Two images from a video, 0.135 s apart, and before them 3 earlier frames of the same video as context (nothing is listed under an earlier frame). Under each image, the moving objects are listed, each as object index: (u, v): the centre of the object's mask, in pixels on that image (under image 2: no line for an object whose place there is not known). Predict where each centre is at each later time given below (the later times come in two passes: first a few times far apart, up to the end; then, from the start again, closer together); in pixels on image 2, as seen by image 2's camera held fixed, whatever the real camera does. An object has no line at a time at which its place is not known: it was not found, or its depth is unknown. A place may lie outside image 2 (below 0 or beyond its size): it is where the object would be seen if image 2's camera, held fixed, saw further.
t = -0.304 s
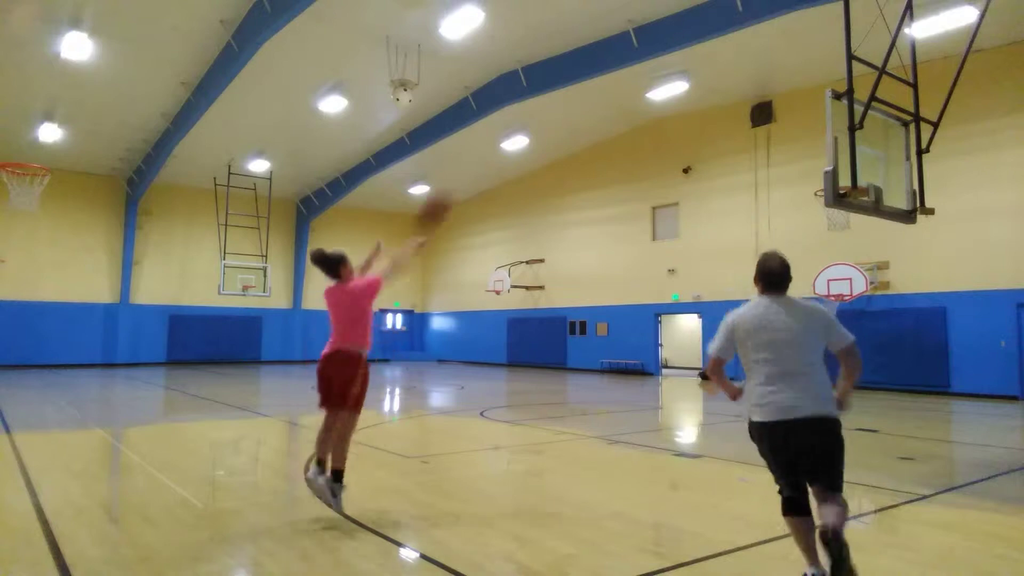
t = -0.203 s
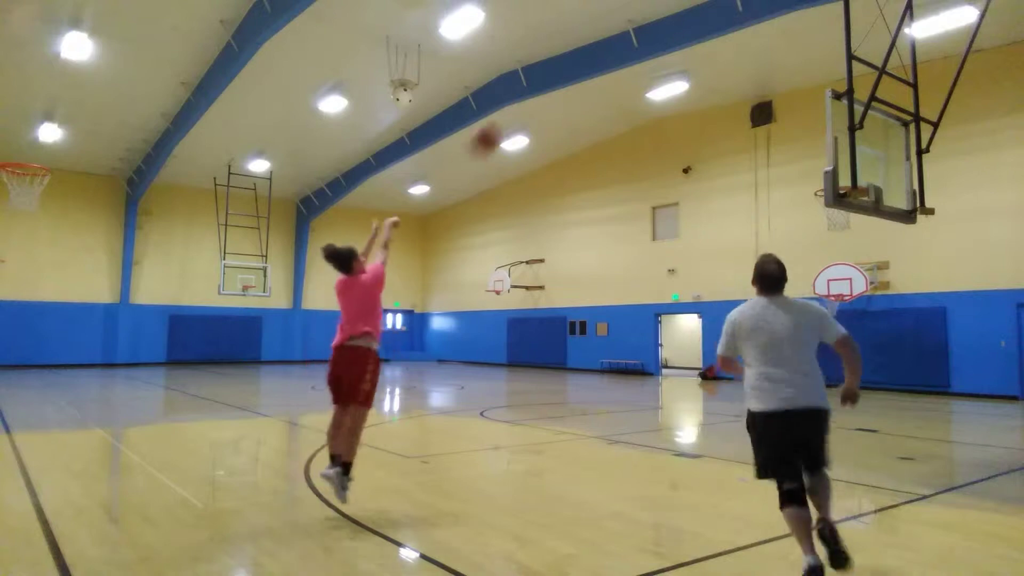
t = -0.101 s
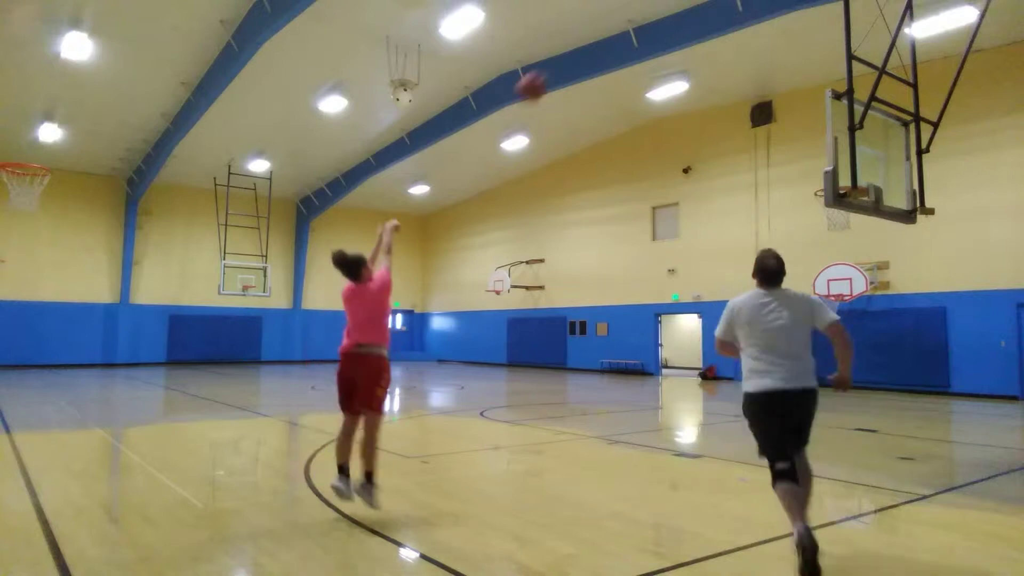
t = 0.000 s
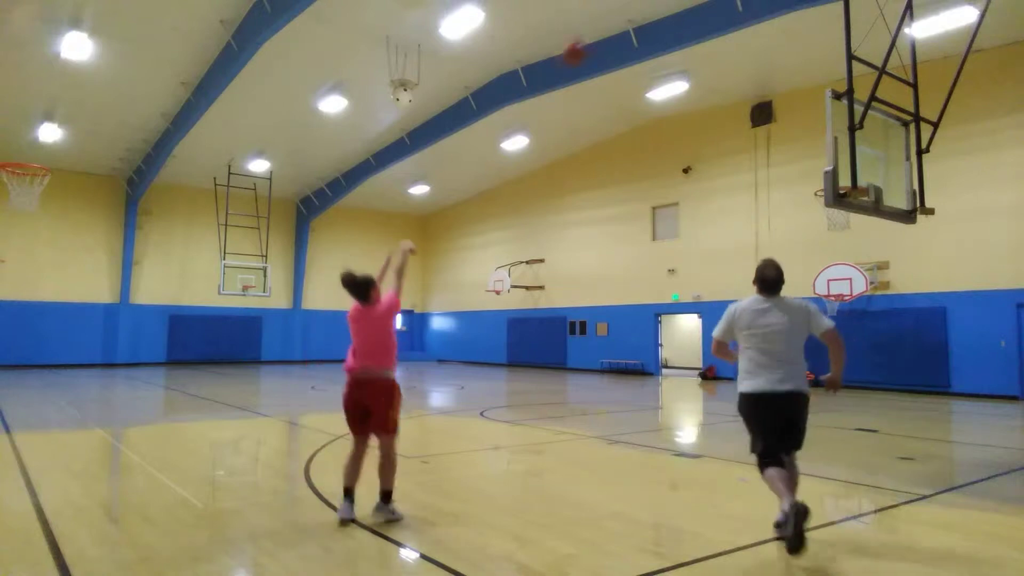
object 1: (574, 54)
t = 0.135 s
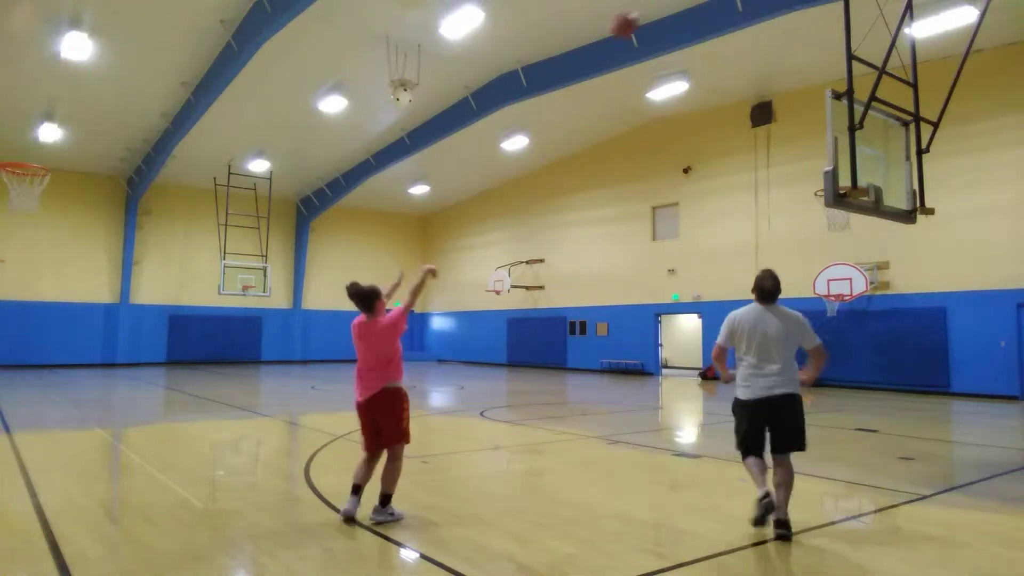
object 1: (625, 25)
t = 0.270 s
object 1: (669, 18)
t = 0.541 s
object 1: (744, 53)
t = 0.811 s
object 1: (807, 140)
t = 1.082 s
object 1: (851, 229)
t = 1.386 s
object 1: (878, 325)
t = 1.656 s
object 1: (902, 417)
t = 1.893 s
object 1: (903, 342)
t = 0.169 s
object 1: (636, 21)
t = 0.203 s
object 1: (648, 18)
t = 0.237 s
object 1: (658, 18)
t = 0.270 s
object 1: (669, 18)
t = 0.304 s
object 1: (678, 19)
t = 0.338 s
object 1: (687, 21)
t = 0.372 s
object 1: (697, 23)
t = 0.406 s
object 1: (707, 27)
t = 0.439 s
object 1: (716, 32)
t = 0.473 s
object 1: (726, 38)
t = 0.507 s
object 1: (735, 46)
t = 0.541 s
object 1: (744, 53)
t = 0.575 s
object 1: (752, 61)
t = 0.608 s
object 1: (761, 71)
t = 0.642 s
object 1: (769, 80)
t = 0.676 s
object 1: (777, 90)
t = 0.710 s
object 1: (785, 102)
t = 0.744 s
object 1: (793, 115)
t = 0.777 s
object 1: (800, 127)
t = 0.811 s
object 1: (807, 140)
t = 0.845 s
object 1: (815, 156)
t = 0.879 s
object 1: (819, 171)
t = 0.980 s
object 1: (842, 216)
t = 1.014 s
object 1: (846, 219)
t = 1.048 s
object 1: (848, 223)
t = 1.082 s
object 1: (851, 229)
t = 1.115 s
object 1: (854, 236)
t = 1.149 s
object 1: (857, 244)
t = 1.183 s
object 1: (860, 252)
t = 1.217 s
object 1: (863, 262)
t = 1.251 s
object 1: (867, 273)
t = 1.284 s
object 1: (870, 284)
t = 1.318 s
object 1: (872, 297)
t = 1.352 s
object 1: (875, 311)
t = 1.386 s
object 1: (878, 325)
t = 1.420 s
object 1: (881, 339)
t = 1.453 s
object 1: (885, 355)
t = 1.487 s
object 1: (888, 372)
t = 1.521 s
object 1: (892, 391)
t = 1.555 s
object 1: (897, 411)
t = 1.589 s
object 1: (901, 431)
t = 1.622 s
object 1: (901, 431)
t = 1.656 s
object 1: (902, 417)
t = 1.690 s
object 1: (902, 404)
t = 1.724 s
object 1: (902, 390)
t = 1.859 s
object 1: (902, 350)
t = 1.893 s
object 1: (903, 342)
